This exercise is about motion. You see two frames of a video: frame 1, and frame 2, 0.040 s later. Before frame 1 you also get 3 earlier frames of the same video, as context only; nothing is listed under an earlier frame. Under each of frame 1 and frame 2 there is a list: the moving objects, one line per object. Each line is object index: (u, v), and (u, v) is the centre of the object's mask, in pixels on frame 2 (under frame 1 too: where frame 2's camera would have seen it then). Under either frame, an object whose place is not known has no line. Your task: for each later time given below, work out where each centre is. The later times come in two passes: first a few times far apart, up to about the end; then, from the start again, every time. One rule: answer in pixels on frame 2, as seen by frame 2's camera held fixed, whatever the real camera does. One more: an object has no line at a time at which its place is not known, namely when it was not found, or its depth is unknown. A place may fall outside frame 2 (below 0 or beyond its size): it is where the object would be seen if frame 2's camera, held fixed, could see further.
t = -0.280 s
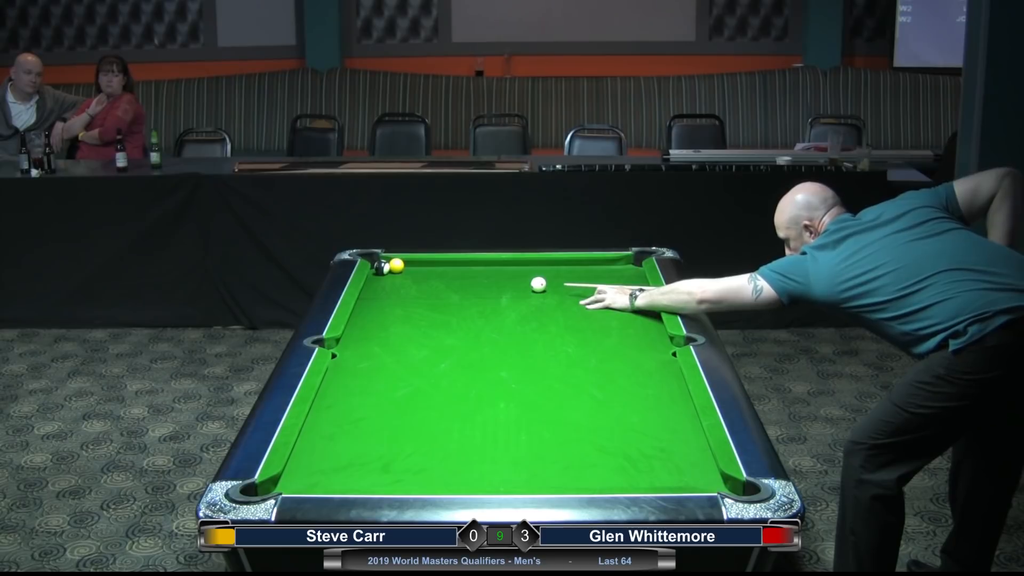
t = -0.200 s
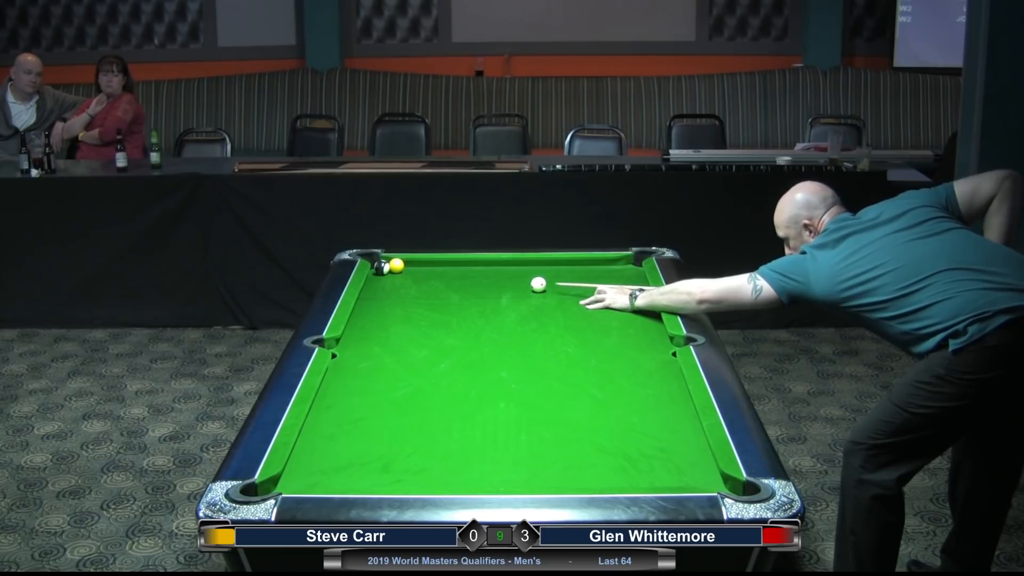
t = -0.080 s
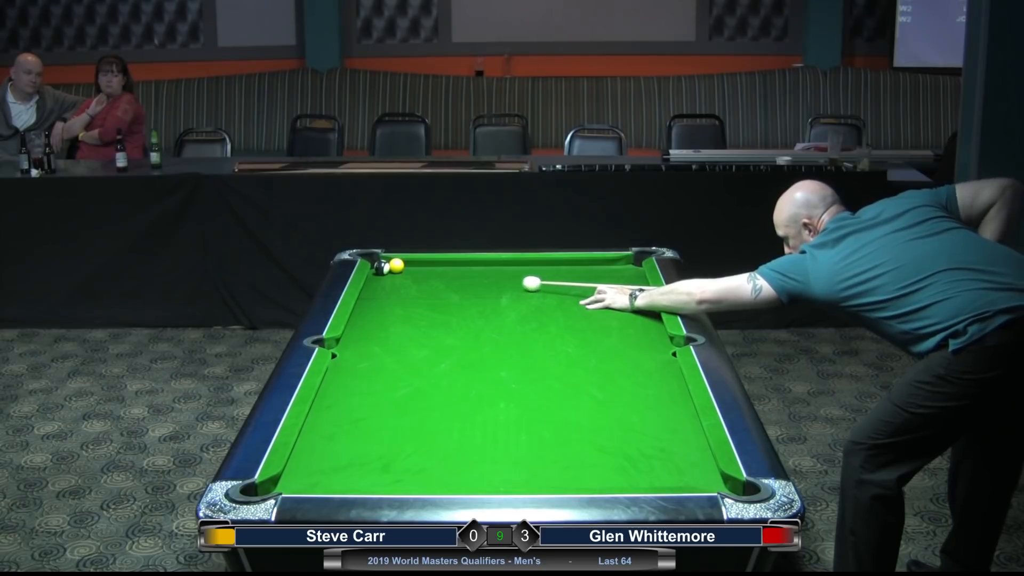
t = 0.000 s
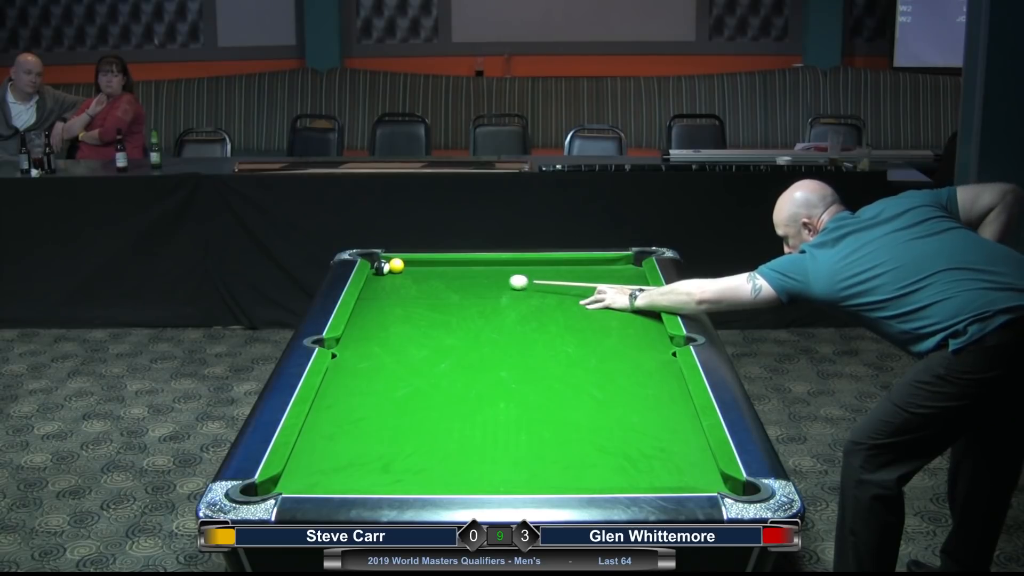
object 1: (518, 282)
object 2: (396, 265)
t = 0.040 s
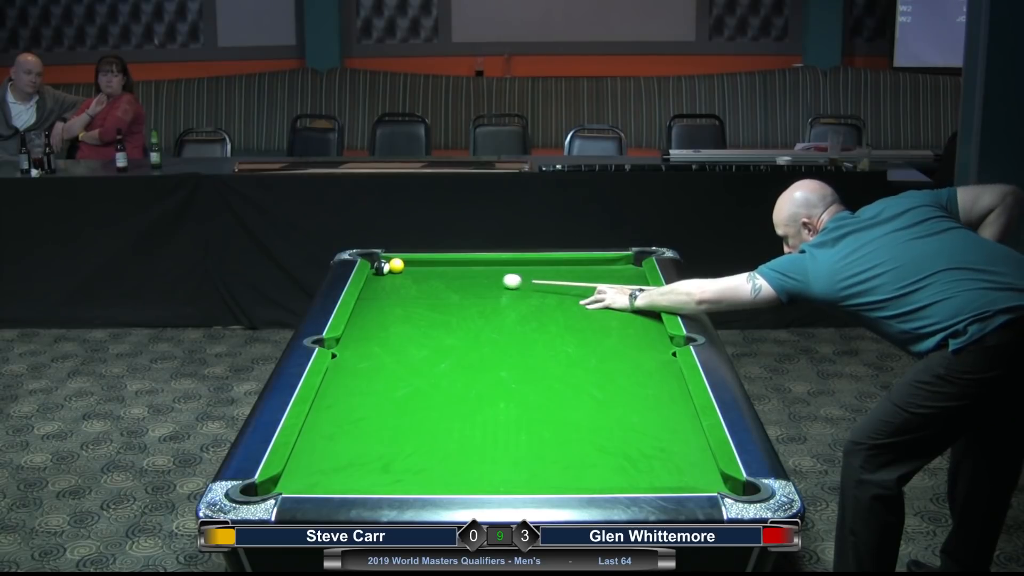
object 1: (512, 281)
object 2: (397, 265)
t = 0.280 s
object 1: (475, 277)
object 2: (396, 265)
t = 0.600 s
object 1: (429, 272)
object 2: (396, 265)
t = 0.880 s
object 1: (398, 270)
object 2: (392, 262)
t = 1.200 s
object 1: (384, 272)
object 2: (381, 259)
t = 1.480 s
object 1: (376, 274)
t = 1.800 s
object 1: (377, 275)
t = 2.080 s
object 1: (377, 276)
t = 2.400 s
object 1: (377, 276)
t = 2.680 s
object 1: (377, 276)
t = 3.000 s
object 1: (377, 276)
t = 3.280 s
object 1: (377, 276)
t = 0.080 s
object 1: (505, 280)
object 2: (396, 265)
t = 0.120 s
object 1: (499, 280)
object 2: (396, 265)
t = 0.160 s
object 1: (493, 279)
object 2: (396, 265)
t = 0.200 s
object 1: (487, 278)
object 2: (397, 265)
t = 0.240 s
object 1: (481, 278)
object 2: (397, 265)
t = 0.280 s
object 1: (475, 277)
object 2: (396, 265)
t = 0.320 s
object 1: (469, 276)
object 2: (397, 265)
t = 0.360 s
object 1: (463, 275)
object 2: (396, 265)
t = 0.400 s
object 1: (457, 275)
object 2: (396, 265)
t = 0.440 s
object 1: (451, 274)
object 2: (396, 265)
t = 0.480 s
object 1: (445, 273)
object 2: (396, 265)
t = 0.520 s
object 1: (440, 273)
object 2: (396, 265)
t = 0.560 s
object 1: (434, 272)
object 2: (396, 265)
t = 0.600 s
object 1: (429, 272)
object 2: (396, 265)
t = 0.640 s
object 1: (424, 271)
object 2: (396, 265)
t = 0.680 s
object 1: (418, 270)
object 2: (396, 265)
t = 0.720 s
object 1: (413, 270)
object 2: (396, 265)
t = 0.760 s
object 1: (408, 269)
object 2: (395, 265)
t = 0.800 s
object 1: (404, 269)
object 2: (394, 264)
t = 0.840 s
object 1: (401, 269)
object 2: (392, 263)
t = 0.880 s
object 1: (398, 270)
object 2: (392, 262)
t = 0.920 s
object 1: (396, 270)
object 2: (391, 260)
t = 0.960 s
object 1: (393, 270)
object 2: (389, 259)
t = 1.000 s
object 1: (391, 270)
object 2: (388, 259)
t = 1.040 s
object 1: (389, 270)
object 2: (387, 259)
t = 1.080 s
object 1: (388, 271)
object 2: (386, 259)
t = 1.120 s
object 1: (387, 271)
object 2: (384, 259)
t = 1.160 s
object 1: (386, 272)
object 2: (383, 259)
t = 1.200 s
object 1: (384, 272)
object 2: (381, 259)
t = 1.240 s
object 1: (383, 272)
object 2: (379, 259)
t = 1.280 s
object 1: (382, 273)
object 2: (377, 259)
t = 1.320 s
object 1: (381, 273)
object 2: (375, 259)
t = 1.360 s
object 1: (379, 273)
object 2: (374, 259)
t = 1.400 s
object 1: (378, 274)
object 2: (372, 259)
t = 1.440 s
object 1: (377, 274)
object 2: (371, 260)
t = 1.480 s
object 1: (376, 274)
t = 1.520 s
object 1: (375, 274)
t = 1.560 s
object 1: (375, 275)
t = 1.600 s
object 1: (375, 275)
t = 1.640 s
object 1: (376, 275)
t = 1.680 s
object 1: (376, 275)
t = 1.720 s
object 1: (376, 275)
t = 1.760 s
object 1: (377, 275)
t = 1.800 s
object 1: (377, 275)
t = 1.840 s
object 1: (377, 276)
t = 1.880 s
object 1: (377, 276)
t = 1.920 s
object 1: (377, 276)
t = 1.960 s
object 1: (377, 276)
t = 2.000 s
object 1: (377, 276)
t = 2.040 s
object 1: (377, 276)
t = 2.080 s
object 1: (377, 276)
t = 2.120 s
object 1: (377, 276)
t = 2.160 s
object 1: (377, 276)
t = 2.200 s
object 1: (377, 276)
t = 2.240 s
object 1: (377, 276)
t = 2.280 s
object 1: (377, 276)
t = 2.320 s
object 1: (377, 276)
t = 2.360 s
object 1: (377, 276)
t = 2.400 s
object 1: (377, 276)
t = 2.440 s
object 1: (377, 276)
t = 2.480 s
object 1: (377, 276)
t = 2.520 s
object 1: (377, 276)
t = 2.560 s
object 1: (377, 276)
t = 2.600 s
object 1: (377, 276)
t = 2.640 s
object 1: (377, 276)
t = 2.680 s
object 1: (377, 276)
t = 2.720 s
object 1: (377, 276)
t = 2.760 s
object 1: (377, 276)
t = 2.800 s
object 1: (377, 276)
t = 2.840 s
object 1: (377, 276)
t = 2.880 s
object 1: (377, 276)
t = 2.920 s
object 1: (377, 276)
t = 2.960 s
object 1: (377, 276)
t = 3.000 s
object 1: (377, 276)
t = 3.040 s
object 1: (377, 276)
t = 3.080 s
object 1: (377, 276)
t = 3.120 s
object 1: (377, 276)
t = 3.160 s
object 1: (377, 276)
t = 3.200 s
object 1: (377, 276)
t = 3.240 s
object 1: (377, 276)
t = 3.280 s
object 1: (377, 276)
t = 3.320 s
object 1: (377, 276)
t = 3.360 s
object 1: (377, 276)
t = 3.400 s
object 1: (377, 276)
